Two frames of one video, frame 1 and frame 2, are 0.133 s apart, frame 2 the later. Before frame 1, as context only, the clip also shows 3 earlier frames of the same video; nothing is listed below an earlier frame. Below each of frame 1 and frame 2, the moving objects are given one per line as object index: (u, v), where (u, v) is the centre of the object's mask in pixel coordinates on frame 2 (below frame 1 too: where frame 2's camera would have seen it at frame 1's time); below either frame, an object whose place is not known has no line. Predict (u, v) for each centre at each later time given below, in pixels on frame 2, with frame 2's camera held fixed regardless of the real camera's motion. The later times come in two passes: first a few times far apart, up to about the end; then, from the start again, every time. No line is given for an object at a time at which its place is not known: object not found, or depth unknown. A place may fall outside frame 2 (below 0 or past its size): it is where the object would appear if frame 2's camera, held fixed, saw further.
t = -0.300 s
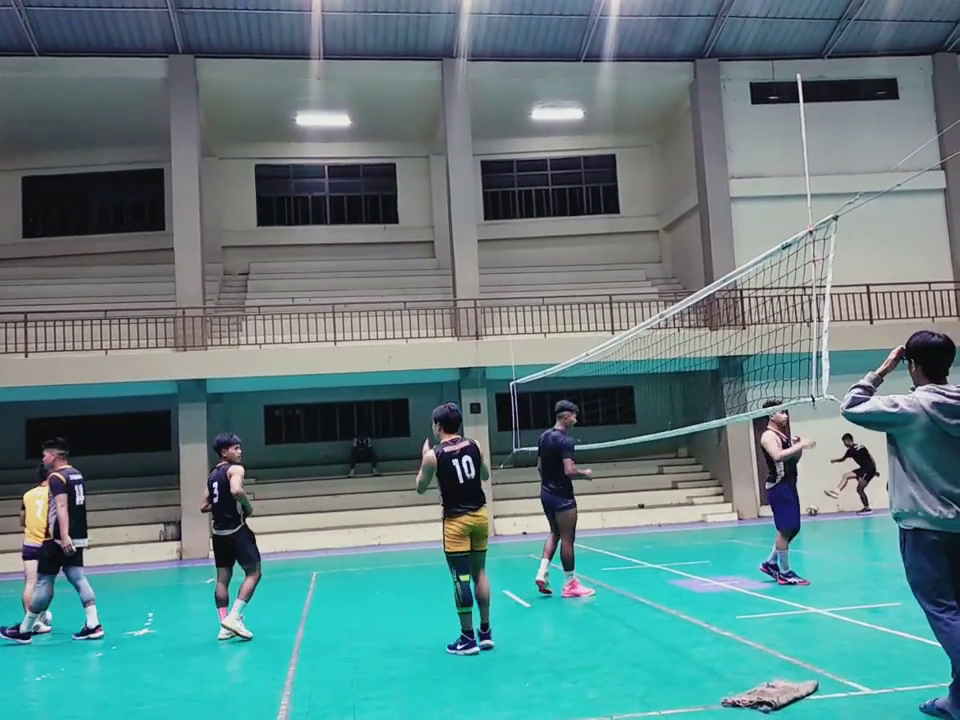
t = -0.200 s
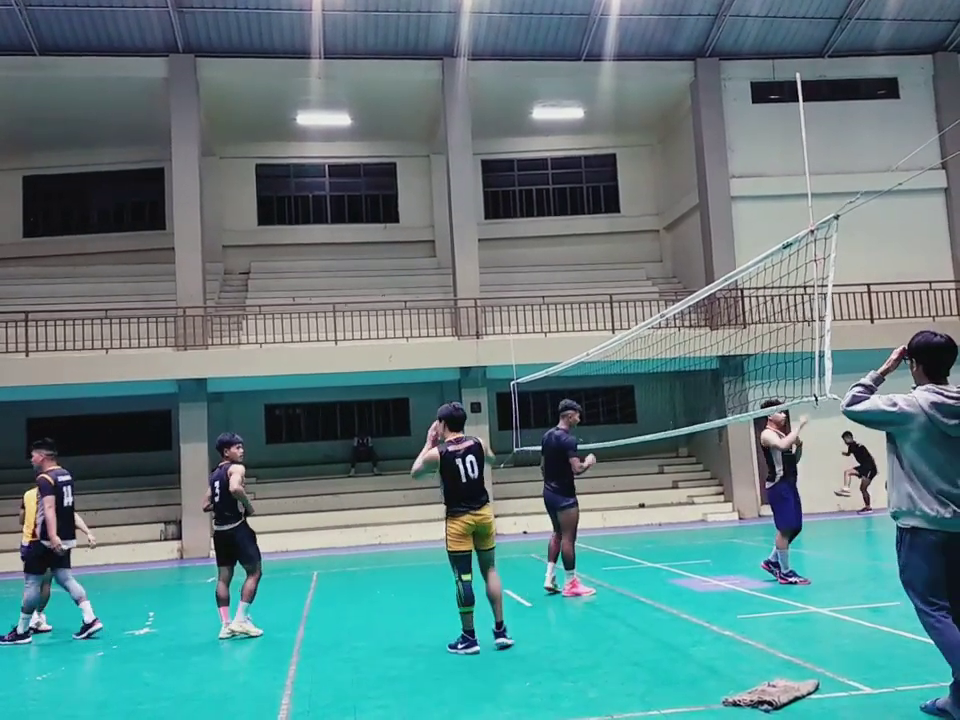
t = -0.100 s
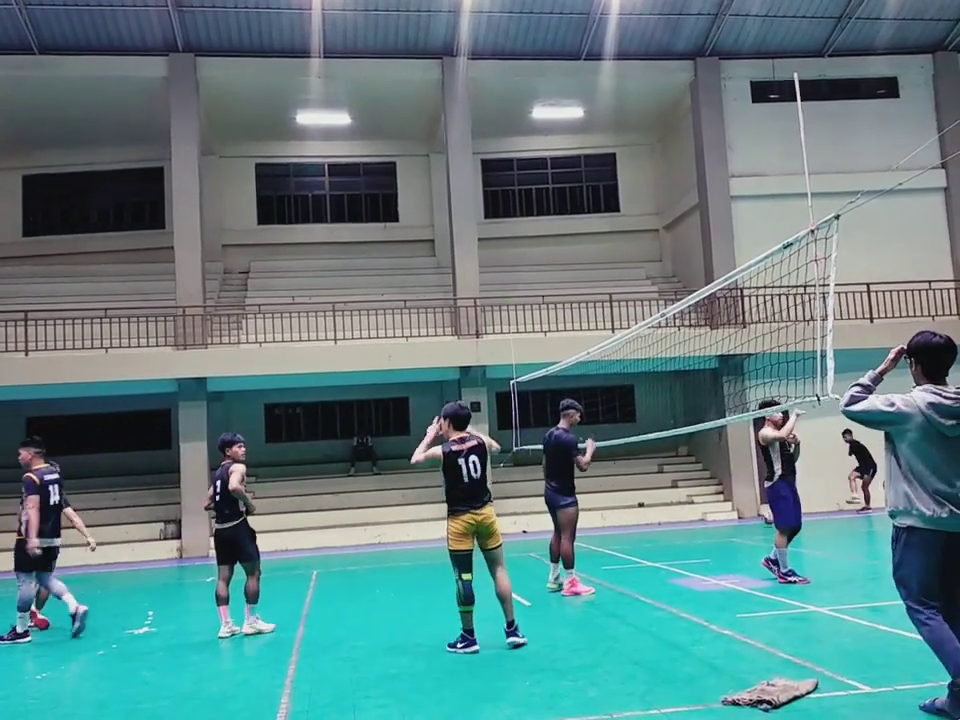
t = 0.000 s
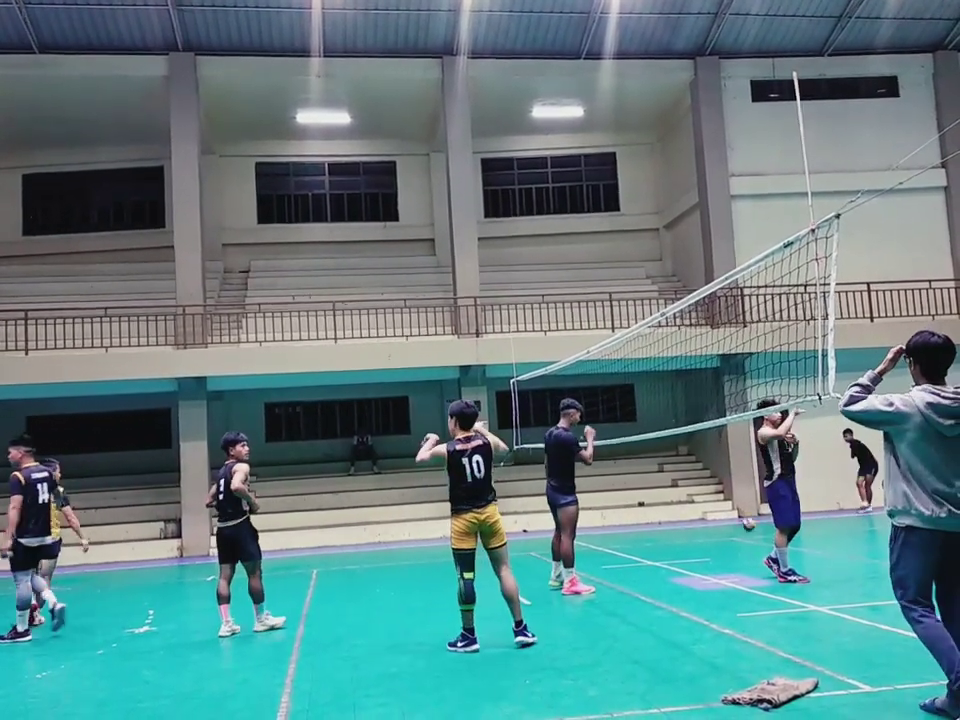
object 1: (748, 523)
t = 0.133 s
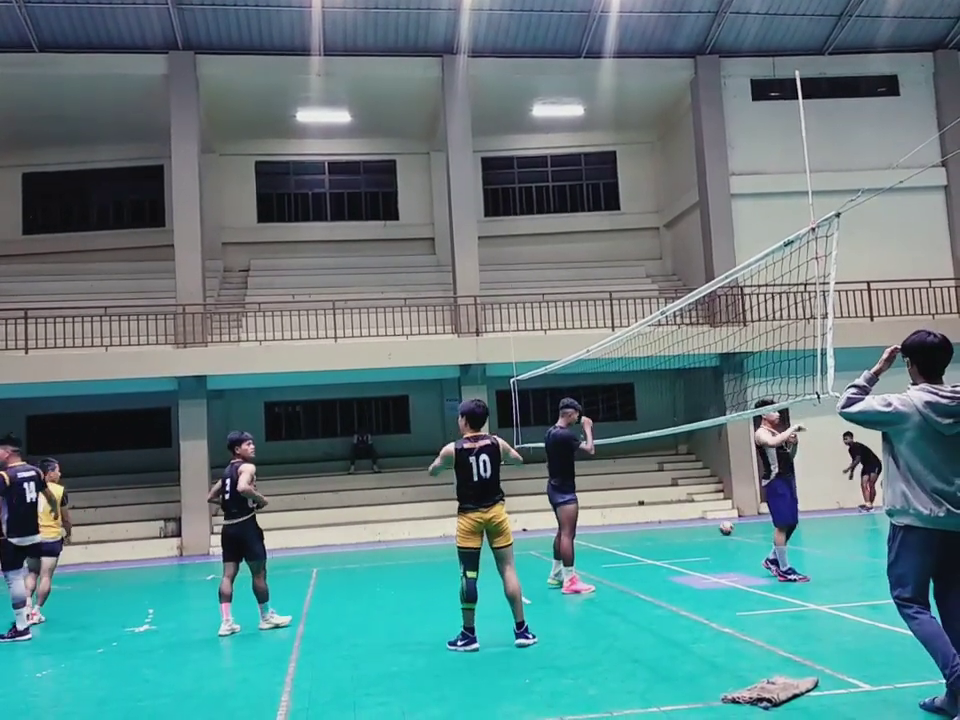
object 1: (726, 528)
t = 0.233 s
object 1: (711, 530)
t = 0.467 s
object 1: (677, 541)
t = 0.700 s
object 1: (640, 551)
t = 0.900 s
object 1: (604, 561)
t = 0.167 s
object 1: (721, 528)
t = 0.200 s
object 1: (715, 528)
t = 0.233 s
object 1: (711, 530)
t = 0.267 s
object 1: (706, 532)
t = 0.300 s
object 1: (701, 534)
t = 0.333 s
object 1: (696, 534)
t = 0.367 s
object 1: (692, 535)
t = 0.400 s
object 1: (687, 537)
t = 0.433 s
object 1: (683, 539)
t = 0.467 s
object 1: (677, 541)
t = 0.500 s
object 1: (672, 541)
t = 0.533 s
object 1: (667, 542)
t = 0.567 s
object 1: (662, 545)
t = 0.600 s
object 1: (657, 547)
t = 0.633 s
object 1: (652, 548)
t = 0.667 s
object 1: (646, 550)
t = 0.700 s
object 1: (640, 551)
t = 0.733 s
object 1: (634, 553)
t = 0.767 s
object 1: (629, 553)
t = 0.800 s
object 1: (622, 554)
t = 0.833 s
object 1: (616, 558)
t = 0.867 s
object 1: (610, 561)
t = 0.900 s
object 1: (604, 561)
